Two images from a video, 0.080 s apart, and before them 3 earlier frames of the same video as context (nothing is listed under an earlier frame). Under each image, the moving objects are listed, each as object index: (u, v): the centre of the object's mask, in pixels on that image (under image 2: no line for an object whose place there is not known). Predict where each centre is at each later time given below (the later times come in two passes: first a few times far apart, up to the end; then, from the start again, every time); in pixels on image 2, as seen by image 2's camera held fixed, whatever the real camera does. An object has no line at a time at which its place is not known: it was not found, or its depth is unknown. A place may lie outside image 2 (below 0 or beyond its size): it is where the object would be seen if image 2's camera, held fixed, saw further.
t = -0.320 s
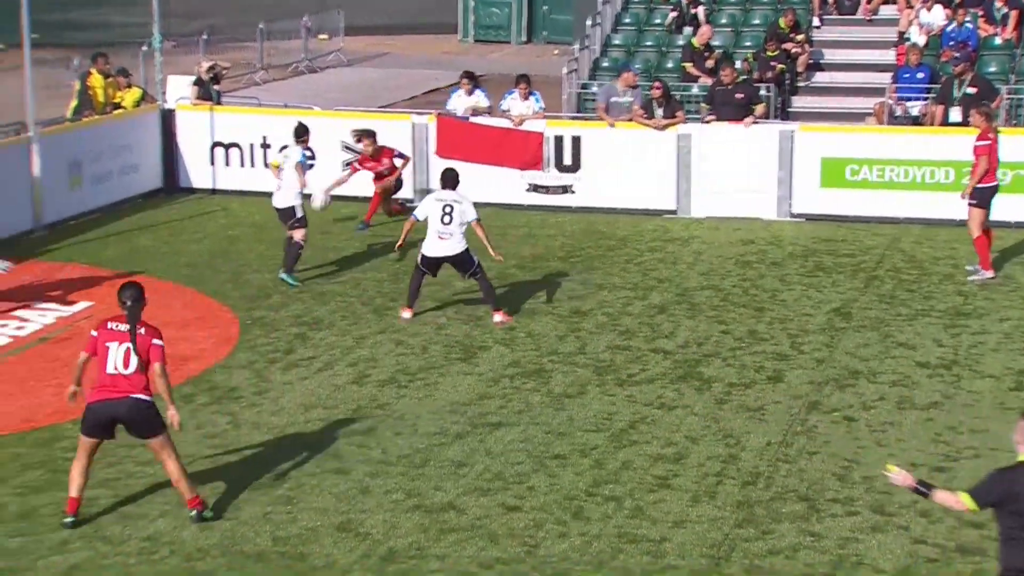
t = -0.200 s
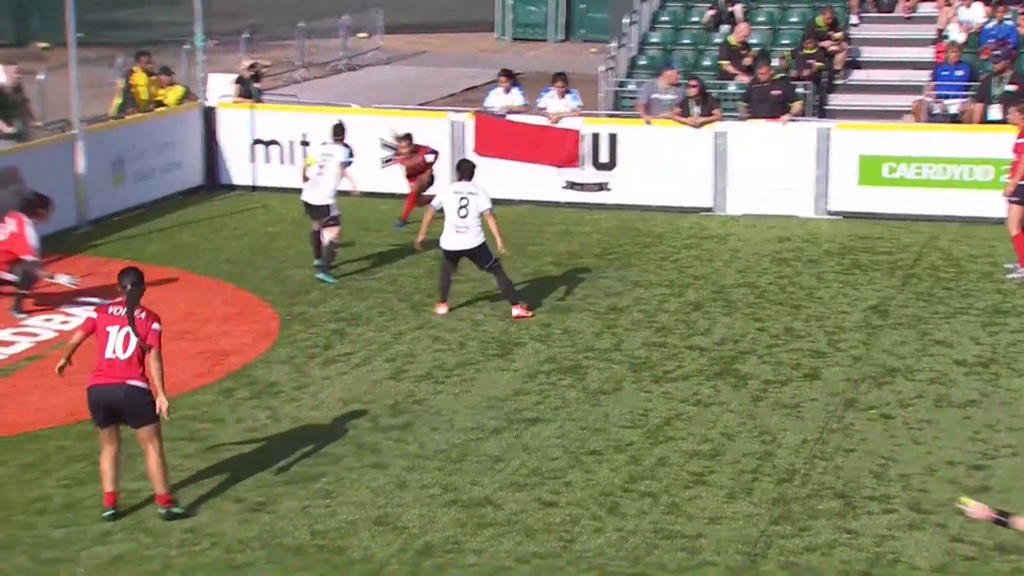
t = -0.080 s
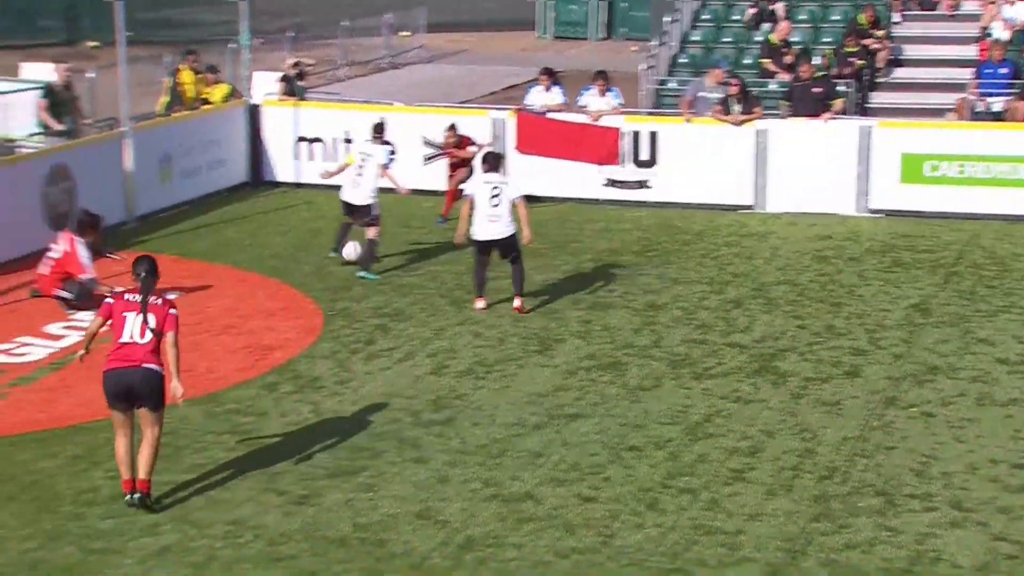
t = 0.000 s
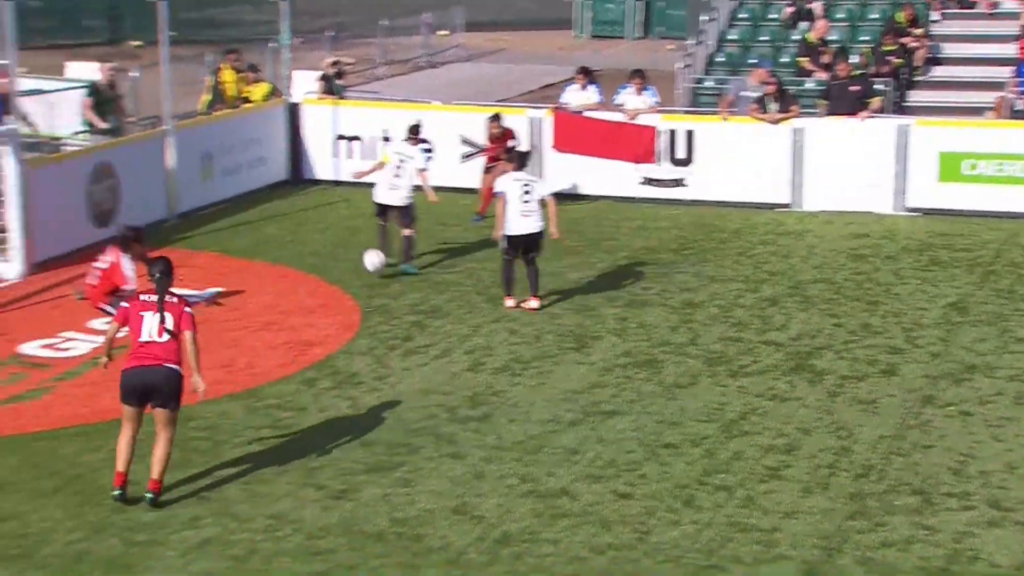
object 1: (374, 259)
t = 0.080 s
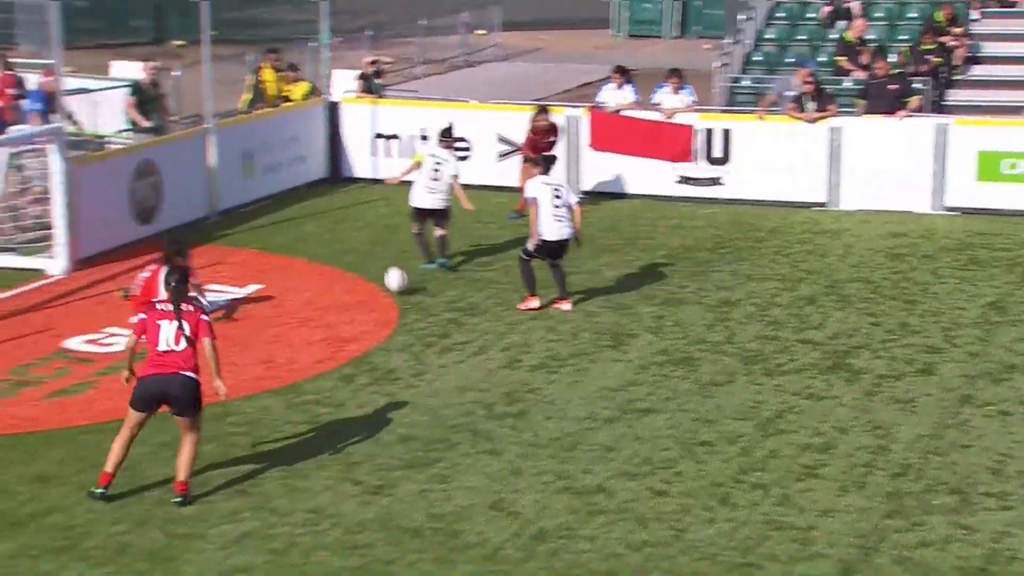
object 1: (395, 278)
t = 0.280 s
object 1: (359, 323)
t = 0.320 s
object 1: (352, 336)
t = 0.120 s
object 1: (386, 292)
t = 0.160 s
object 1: (380, 299)
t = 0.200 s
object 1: (374, 306)
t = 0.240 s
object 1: (367, 315)
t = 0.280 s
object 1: (359, 323)
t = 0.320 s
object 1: (352, 336)
